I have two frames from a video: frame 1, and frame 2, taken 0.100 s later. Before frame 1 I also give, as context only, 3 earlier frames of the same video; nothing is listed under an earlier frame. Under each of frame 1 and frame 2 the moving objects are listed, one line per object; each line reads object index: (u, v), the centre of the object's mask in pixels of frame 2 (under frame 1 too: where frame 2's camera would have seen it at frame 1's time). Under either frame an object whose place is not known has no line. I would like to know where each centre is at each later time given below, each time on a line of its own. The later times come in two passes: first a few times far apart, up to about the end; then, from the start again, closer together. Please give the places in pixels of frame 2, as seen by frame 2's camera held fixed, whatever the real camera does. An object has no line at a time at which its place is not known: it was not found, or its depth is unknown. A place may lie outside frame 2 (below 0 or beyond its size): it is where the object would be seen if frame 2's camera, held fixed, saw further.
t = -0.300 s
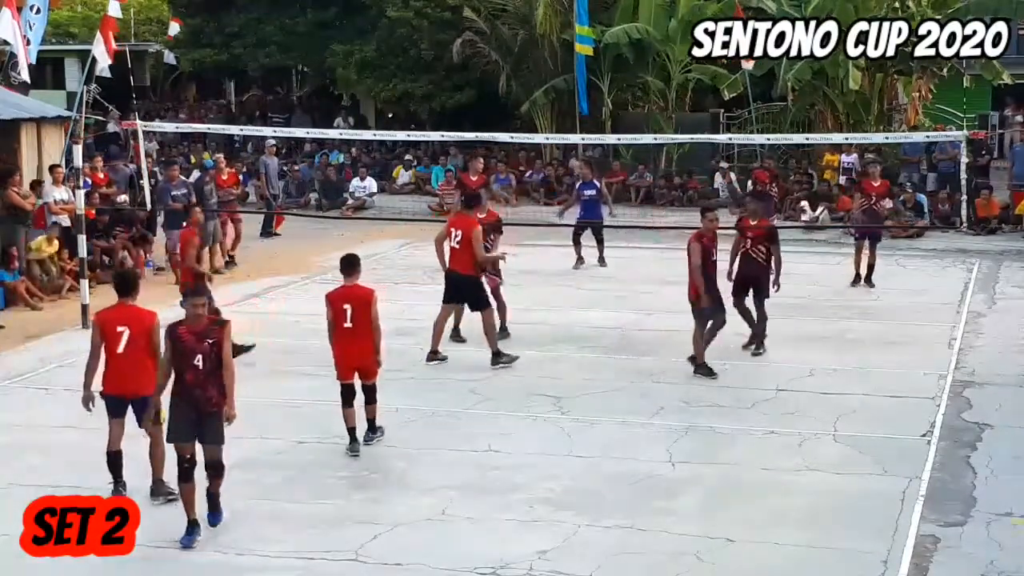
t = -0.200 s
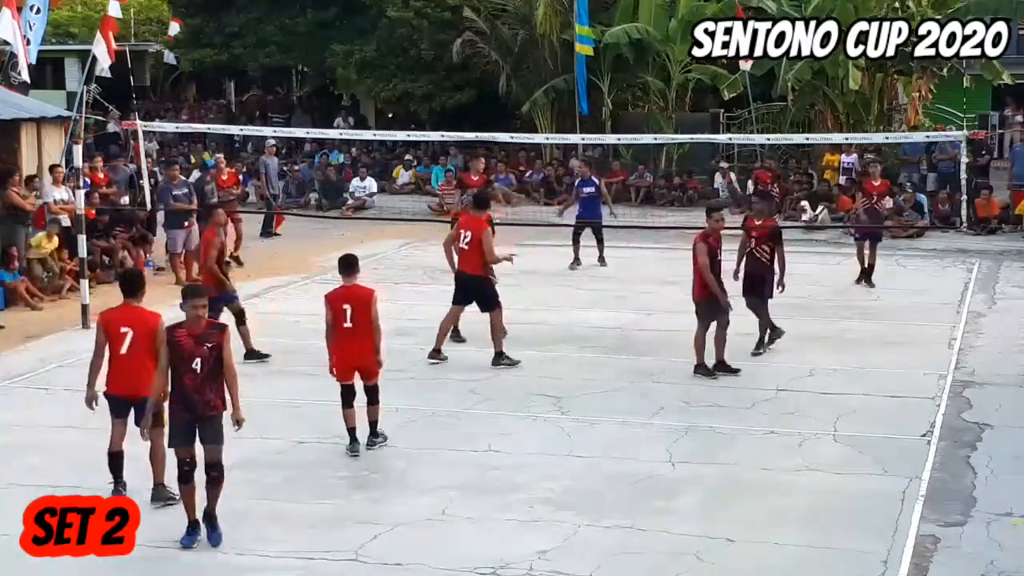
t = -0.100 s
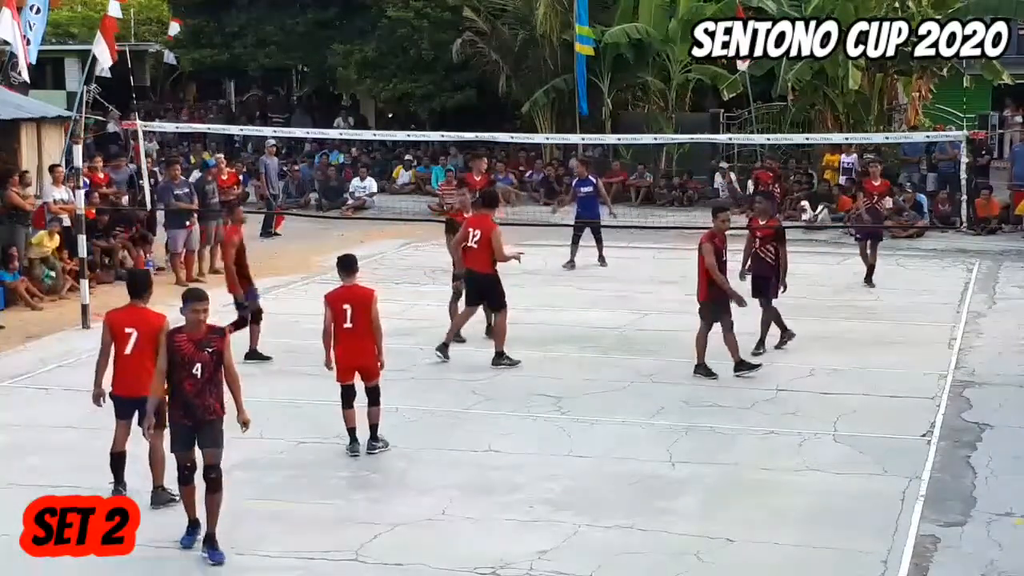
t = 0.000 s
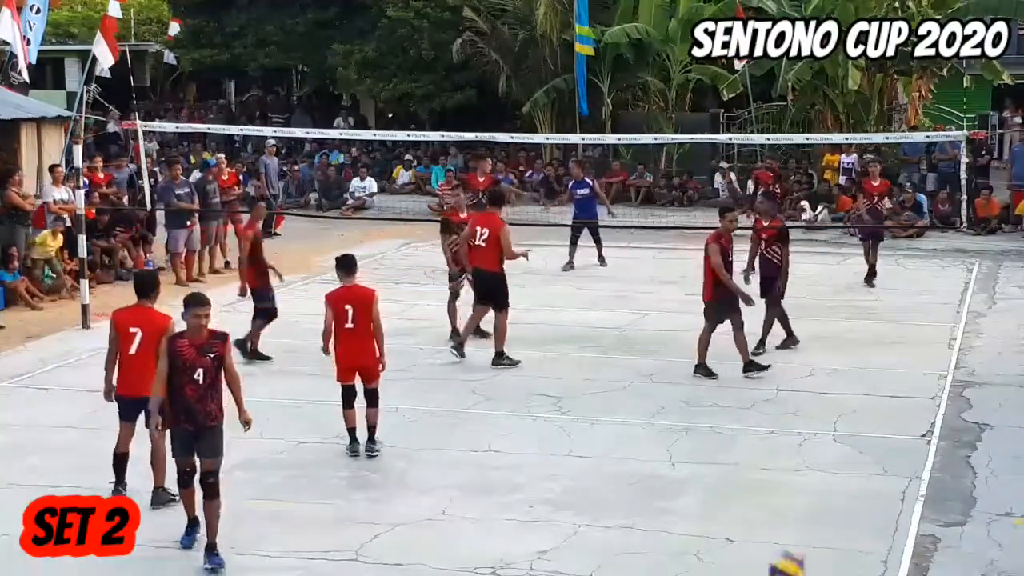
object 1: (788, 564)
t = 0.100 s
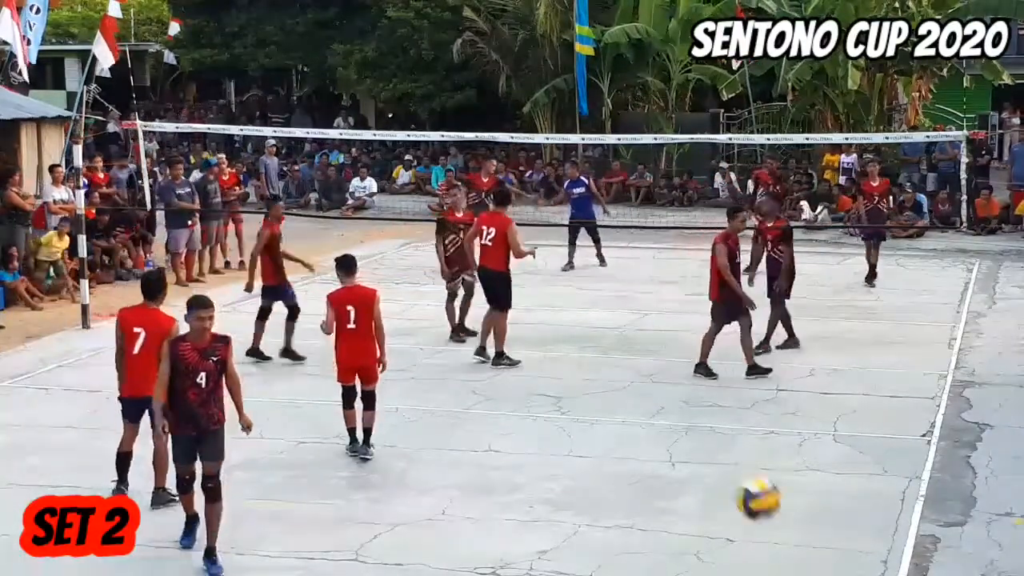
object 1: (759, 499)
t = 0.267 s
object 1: (707, 422)
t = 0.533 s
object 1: (628, 412)
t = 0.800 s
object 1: (553, 531)
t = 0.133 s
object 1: (748, 480)
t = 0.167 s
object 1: (737, 463)
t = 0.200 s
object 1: (728, 447)
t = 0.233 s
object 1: (718, 433)
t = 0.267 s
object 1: (707, 422)
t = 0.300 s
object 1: (697, 414)
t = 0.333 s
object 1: (687, 407)
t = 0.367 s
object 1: (678, 402)
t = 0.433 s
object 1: (658, 400)
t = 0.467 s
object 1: (647, 402)
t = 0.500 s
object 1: (637, 405)
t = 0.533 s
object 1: (628, 412)
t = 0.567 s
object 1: (618, 419)
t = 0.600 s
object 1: (608, 430)
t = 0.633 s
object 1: (599, 441)
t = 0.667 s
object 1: (590, 455)
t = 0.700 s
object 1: (581, 472)
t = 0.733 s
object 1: (571, 489)
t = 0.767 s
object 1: (562, 509)
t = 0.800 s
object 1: (553, 531)
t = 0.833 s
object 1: (545, 556)
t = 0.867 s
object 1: (537, 569)
